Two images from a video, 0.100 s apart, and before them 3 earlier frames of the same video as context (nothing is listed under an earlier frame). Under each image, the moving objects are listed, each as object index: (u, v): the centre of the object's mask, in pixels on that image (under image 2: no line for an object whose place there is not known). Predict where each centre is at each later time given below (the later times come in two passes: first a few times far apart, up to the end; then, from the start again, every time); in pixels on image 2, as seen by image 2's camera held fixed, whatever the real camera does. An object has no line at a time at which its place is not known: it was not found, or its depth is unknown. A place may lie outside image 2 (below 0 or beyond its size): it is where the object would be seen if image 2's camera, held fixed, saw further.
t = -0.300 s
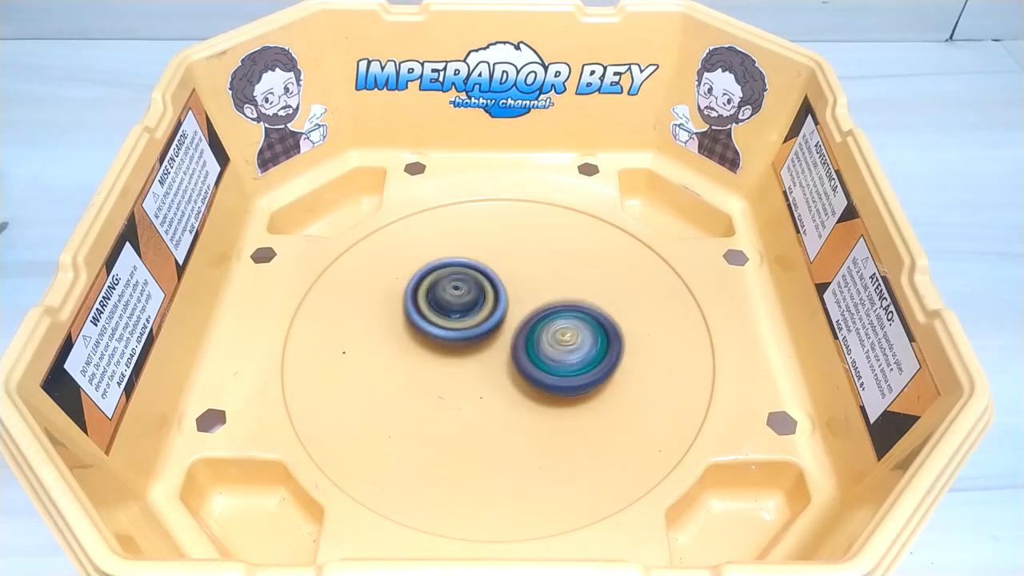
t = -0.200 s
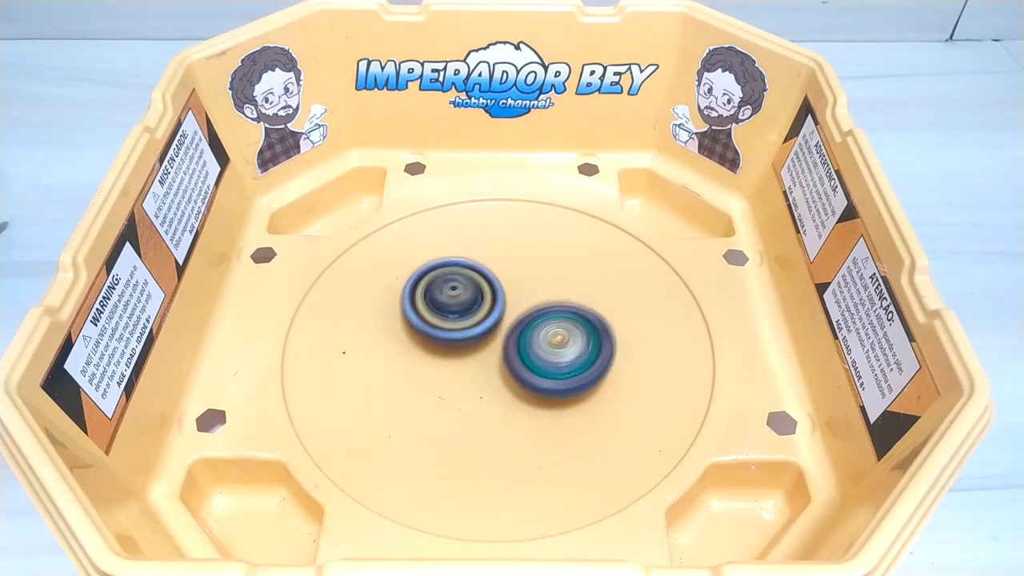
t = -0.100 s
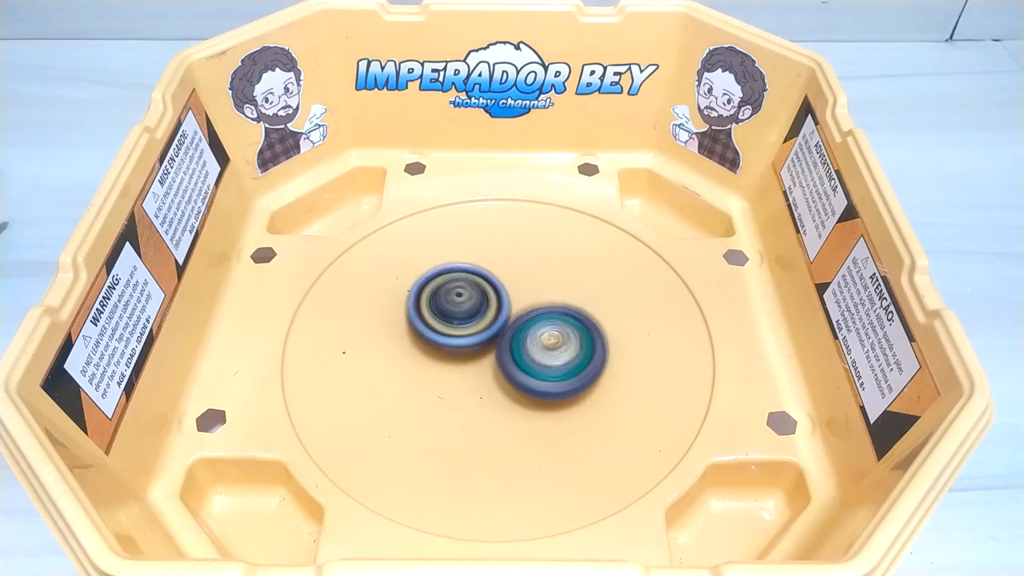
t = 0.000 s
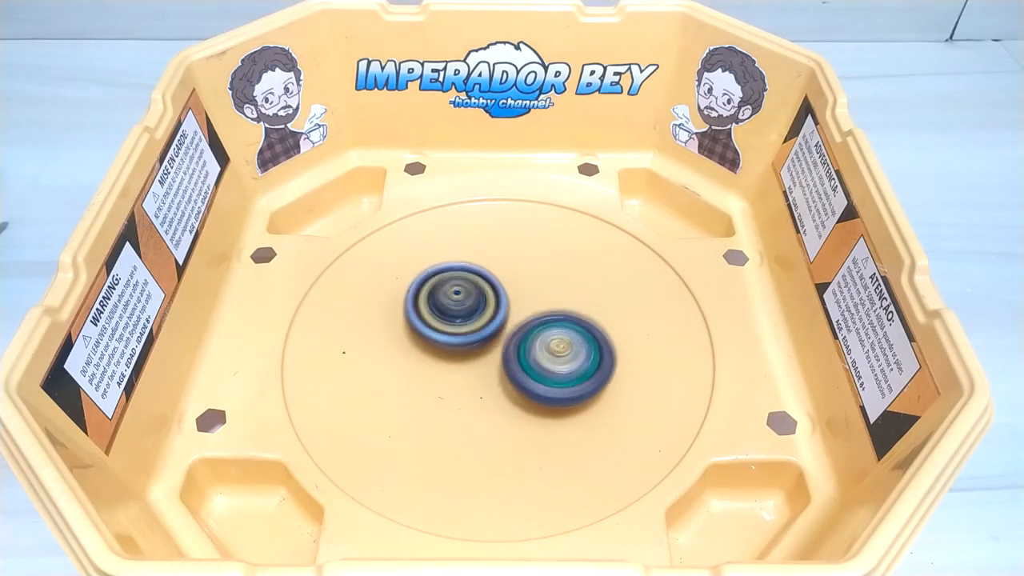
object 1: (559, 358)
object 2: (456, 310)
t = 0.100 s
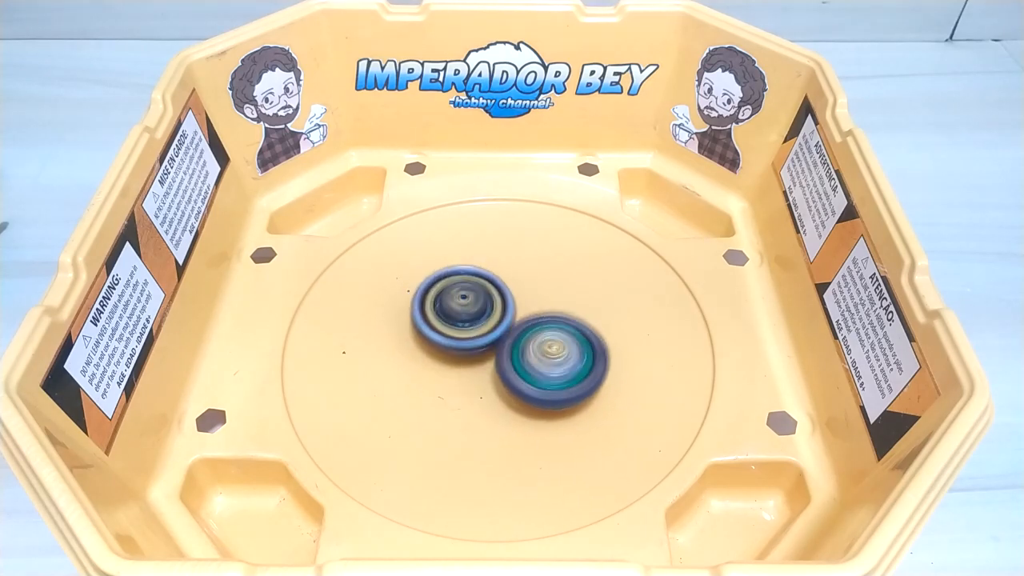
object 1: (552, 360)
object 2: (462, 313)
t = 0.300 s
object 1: (548, 371)
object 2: (471, 306)
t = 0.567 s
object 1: (538, 378)
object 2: (471, 304)
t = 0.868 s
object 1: (532, 381)
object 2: (485, 303)
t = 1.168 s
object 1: (523, 379)
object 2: (480, 300)
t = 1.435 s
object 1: (527, 395)
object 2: (454, 297)
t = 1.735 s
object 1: (539, 401)
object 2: (440, 297)
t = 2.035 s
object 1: (535, 403)
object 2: (463, 306)
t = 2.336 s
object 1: (519, 394)
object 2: (467, 286)
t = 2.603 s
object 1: (500, 390)
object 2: (512, 299)
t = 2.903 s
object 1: (482, 380)
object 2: (534, 291)
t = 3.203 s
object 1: (464, 383)
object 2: (537, 313)
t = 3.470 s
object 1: (453, 385)
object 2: (542, 323)
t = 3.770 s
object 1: (440, 388)
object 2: (536, 316)
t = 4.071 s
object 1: (425, 390)
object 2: (531, 303)
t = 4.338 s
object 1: (429, 380)
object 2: (512, 319)
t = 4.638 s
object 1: (427, 374)
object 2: (529, 303)
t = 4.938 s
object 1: (429, 372)
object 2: (529, 317)
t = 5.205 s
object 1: (429, 365)
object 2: (530, 316)
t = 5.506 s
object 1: (417, 367)
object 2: (547, 293)
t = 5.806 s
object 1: (419, 369)
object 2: (523, 305)
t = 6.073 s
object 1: (416, 369)
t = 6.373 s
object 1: (430, 357)
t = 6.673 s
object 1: (415, 343)
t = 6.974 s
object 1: (418, 333)
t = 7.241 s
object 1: (418, 328)
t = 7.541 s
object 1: (399, 321)
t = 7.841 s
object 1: (416, 321)
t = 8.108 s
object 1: (405, 318)
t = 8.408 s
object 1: (412, 310)
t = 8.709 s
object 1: (421, 306)
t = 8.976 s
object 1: (412, 295)
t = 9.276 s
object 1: (429, 295)
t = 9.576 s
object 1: (429, 289)
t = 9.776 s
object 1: (436, 284)
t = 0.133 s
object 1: (553, 363)
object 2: (463, 312)
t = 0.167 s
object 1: (552, 365)
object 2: (465, 311)
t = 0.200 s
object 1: (551, 366)
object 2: (467, 310)
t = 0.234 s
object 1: (549, 367)
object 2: (469, 309)
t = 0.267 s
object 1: (548, 369)
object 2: (470, 308)
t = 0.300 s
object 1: (548, 371)
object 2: (471, 306)
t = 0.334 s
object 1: (546, 372)
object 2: (471, 303)
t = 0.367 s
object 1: (544, 372)
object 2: (470, 302)
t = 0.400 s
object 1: (543, 373)
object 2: (470, 301)
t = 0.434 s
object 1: (541, 373)
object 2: (469, 301)
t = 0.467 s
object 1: (539, 374)
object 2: (470, 302)
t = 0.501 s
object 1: (537, 374)
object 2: (470, 303)
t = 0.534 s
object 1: (537, 376)
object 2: (471, 305)
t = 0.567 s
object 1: (538, 378)
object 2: (471, 304)
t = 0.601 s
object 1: (538, 379)
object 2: (471, 304)
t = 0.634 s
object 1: (537, 379)
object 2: (472, 305)
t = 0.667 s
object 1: (535, 379)
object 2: (473, 306)
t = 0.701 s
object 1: (535, 379)
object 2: (475, 307)
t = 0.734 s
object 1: (535, 381)
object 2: (477, 306)
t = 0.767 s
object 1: (534, 381)
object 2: (479, 306)
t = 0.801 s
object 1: (534, 381)
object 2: (481, 304)
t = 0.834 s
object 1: (533, 382)
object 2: (483, 304)
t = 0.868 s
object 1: (532, 381)
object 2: (485, 303)
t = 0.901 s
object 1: (530, 381)
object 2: (486, 302)
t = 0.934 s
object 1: (529, 381)
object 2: (487, 302)
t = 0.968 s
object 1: (529, 383)
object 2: (487, 299)
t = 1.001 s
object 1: (529, 383)
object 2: (486, 297)
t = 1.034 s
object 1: (529, 383)
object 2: (485, 296)
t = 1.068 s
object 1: (527, 382)
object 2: (484, 296)
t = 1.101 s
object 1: (525, 380)
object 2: (483, 297)
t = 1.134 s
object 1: (524, 380)
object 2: (482, 298)
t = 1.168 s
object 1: (523, 379)
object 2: (480, 300)
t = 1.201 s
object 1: (526, 384)
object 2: (480, 296)
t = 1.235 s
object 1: (531, 393)
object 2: (477, 291)
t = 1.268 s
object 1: (534, 399)
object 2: (472, 290)
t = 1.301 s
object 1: (535, 401)
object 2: (467, 289)
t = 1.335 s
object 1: (534, 401)
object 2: (463, 289)
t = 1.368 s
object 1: (532, 399)
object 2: (459, 290)
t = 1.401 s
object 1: (529, 397)
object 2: (456, 294)
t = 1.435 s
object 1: (527, 395)
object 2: (454, 297)
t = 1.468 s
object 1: (524, 392)
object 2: (454, 303)
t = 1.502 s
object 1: (522, 389)
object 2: (456, 309)
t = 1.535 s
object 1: (520, 388)
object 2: (459, 313)
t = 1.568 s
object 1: (526, 395)
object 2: (459, 308)
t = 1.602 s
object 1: (535, 402)
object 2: (455, 305)
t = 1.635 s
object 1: (539, 405)
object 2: (452, 302)
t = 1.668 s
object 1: (541, 404)
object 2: (447, 299)
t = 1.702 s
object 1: (541, 402)
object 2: (443, 297)
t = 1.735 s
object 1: (539, 401)
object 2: (440, 297)
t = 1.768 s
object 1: (536, 399)
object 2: (437, 299)
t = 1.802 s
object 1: (533, 397)
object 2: (436, 301)
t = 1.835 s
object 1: (531, 395)
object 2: (436, 304)
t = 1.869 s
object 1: (528, 393)
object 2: (438, 308)
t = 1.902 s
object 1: (526, 391)
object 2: (444, 313)
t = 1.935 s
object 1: (524, 390)
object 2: (448, 317)
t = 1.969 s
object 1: (523, 389)
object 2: (456, 316)
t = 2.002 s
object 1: (530, 399)
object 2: (461, 309)
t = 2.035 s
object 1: (535, 403)
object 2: (463, 306)
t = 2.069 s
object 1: (537, 405)
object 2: (466, 297)
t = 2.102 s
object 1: (536, 404)
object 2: (468, 291)
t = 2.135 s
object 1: (534, 403)
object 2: (468, 290)
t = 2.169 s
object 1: (531, 401)
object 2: (467, 287)
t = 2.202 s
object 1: (528, 399)
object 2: (467, 284)
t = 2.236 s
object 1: (526, 398)
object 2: (467, 284)
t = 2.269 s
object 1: (523, 397)
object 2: (467, 284)
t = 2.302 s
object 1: (521, 396)
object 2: (467, 285)
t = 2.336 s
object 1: (519, 394)
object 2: (467, 286)
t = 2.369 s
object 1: (516, 393)
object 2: (468, 289)
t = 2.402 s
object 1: (513, 391)
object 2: (471, 293)
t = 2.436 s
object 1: (511, 390)
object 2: (474, 296)
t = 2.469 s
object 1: (509, 389)
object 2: (479, 300)
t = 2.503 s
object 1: (506, 388)
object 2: (488, 300)
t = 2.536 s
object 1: (505, 390)
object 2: (494, 301)
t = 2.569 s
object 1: (502, 391)
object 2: (503, 300)
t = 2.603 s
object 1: (500, 390)
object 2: (512, 299)
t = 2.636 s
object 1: (499, 390)
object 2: (518, 298)
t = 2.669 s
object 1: (496, 388)
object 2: (524, 295)
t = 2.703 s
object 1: (493, 387)
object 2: (530, 293)
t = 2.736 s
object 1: (492, 386)
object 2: (533, 292)
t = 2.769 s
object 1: (489, 385)
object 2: (536, 290)
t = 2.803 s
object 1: (487, 384)
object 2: (537, 289)
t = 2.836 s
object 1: (485, 383)
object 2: (537, 289)
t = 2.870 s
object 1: (483, 382)
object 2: (536, 289)
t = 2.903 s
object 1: (482, 380)
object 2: (534, 291)
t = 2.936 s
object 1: (480, 379)
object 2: (533, 295)
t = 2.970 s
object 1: (478, 379)
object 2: (531, 297)
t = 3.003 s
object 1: (474, 381)
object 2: (531, 302)
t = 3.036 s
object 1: (471, 384)
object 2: (533, 301)
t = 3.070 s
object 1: (469, 385)
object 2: (535, 303)
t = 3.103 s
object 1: (467, 384)
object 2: (537, 304)
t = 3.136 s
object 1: (467, 383)
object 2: (537, 308)
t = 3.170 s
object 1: (466, 383)
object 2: (537, 308)
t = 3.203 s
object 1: (464, 383)
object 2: (537, 313)
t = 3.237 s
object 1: (463, 382)
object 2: (537, 315)
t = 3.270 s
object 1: (460, 384)
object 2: (540, 314)
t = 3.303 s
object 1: (459, 384)
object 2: (541, 317)
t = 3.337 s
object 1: (459, 384)
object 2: (542, 319)
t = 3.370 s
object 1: (458, 383)
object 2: (542, 320)
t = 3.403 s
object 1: (458, 383)
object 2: (542, 321)
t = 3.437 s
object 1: (456, 383)
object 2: (541, 323)
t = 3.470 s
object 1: (453, 385)
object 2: (542, 323)
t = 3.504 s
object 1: (452, 386)
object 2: (542, 323)
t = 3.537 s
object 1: (452, 386)
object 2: (542, 323)
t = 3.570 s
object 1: (451, 386)
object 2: (541, 323)
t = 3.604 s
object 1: (452, 384)
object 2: (539, 323)
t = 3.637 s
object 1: (451, 383)
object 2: (537, 321)
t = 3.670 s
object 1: (448, 384)
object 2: (537, 323)
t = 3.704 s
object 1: (442, 388)
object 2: (538, 317)
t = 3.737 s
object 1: (440, 389)
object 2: (537, 316)
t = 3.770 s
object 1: (440, 388)
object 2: (536, 316)
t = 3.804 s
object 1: (440, 387)
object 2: (533, 316)
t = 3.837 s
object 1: (441, 386)
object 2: (528, 316)
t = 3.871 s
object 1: (442, 384)
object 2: (525, 317)
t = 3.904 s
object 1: (440, 384)
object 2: (524, 318)
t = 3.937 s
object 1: (429, 389)
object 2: (528, 317)
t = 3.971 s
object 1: (425, 391)
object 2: (531, 312)
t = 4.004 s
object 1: (423, 392)
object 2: (533, 308)
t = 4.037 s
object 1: (424, 391)
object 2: (532, 305)
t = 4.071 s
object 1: (425, 390)
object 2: (531, 303)
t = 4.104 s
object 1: (426, 387)
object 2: (529, 302)
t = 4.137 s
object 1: (428, 385)
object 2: (525, 302)
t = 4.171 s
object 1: (429, 383)
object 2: (522, 303)
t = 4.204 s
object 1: (431, 381)
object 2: (517, 305)
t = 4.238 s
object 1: (433, 379)
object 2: (512, 311)
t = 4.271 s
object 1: (433, 378)
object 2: (509, 312)
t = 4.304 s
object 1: (429, 380)
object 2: (510, 314)
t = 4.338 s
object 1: (429, 380)
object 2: (512, 319)
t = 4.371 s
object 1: (429, 380)
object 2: (513, 322)
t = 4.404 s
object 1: (426, 382)
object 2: (520, 318)
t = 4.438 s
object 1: (423, 383)
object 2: (527, 316)
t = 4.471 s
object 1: (424, 383)
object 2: (530, 313)
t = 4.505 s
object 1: (425, 381)
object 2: (532, 309)
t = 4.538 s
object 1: (426, 379)
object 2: (533, 306)
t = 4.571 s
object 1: (426, 378)
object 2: (532, 305)
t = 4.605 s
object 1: (427, 376)
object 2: (531, 304)
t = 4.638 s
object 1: (427, 374)
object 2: (529, 303)
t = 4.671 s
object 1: (428, 373)
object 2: (527, 304)
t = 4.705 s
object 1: (429, 372)
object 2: (523, 306)
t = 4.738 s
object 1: (430, 370)
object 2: (518, 309)
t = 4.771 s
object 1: (430, 370)
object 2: (516, 311)
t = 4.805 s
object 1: (428, 372)
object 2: (516, 313)
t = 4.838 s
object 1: (428, 372)
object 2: (517, 316)
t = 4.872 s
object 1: (428, 373)
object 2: (519, 318)
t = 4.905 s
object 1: (428, 373)
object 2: (525, 318)
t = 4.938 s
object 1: (429, 372)
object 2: (529, 317)
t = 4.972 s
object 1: (429, 371)
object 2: (530, 316)
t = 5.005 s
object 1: (430, 369)
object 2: (531, 316)
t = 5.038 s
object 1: (431, 368)
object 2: (531, 316)
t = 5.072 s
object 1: (431, 367)
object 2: (530, 316)
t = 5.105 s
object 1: (432, 365)
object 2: (529, 316)
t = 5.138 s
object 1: (430, 365)
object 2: (529, 316)
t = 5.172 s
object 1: (429, 365)
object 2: (530, 316)
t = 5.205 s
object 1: (429, 365)
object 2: (530, 316)
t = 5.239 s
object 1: (430, 364)
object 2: (530, 316)
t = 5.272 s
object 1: (431, 363)
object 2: (529, 316)
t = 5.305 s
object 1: (428, 363)
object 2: (531, 315)
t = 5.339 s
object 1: (417, 367)
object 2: (539, 311)
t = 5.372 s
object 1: (413, 369)
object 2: (543, 308)
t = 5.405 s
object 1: (411, 370)
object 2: (547, 302)
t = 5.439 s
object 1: (413, 369)
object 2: (549, 298)
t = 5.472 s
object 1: (414, 369)
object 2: (549, 295)
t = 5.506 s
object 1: (417, 367)
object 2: (547, 293)
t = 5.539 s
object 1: (419, 365)
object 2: (545, 291)
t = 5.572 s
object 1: (420, 364)
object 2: (543, 291)
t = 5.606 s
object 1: (423, 362)
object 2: (537, 292)
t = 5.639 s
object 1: (426, 360)
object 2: (531, 295)
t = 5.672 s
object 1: (428, 359)
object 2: (527, 298)
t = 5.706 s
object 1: (429, 358)
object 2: (522, 302)
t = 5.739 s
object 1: (423, 362)
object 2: (522, 304)
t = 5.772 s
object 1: (421, 366)
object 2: (523, 304)
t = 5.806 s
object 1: (419, 369)
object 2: (523, 305)
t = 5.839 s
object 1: (419, 369)
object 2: (522, 307)
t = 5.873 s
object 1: (420, 369)
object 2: (522, 308)
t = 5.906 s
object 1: (422, 367)
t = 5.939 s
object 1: (424, 366)
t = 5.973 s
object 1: (422, 366)
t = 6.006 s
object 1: (416, 368)
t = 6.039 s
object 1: (414, 369)
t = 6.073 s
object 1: (416, 369)
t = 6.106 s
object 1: (417, 368)
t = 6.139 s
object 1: (419, 366)
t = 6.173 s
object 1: (420, 365)
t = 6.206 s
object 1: (421, 364)
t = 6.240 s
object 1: (423, 363)
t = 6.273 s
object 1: (425, 361)
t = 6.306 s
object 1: (426, 360)
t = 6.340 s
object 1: (428, 359)
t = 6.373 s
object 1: (430, 357)
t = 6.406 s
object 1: (431, 356)
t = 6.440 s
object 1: (426, 354)
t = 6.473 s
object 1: (415, 352)
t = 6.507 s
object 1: (412, 351)
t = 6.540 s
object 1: (410, 350)
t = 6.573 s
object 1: (411, 349)
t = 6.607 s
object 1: (412, 347)
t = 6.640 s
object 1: (413, 345)
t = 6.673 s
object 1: (415, 343)
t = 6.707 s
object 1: (416, 342)
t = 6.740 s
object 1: (417, 340)
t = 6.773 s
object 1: (419, 339)
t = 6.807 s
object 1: (420, 337)
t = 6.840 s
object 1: (418, 336)
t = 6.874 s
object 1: (416, 335)
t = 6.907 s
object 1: (415, 335)
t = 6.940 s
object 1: (417, 334)
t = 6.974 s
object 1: (418, 333)
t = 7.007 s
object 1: (418, 332)
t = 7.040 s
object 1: (414, 330)
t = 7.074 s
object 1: (412, 329)
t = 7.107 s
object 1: (412, 329)
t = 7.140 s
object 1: (413, 329)
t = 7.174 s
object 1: (414, 328)
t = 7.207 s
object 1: (416, 328)
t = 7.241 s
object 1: (418, 328)
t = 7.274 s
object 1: (420, 328)
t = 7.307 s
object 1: (421, 327)
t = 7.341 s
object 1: (423, 327)
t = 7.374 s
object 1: (420, 326)
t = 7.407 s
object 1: (410, 323)
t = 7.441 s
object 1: (399, 321)
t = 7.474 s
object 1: (396, 320)
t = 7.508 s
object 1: (396, 320)
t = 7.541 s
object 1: (399, 321)
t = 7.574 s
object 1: (402, 321)
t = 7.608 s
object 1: (404, 321)
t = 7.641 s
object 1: (408, 321)
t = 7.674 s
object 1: (411, 322)
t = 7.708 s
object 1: (414, 322)
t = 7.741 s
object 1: (417, 322)
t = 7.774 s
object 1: (421, 322)
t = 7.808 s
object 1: (419, 322)
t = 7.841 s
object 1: (416, 321)
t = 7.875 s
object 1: (413, 321)
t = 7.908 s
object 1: (405, 319)
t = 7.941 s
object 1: (398, 319)
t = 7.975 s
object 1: (396, 319)
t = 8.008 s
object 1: (397, 319)
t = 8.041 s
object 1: (399, 318)
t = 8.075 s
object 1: (403, 318)
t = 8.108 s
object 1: (405, 318)
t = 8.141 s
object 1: (408, 318)
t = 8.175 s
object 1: (412, 318)
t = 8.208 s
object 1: (414, 318)
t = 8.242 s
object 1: (418, 317)
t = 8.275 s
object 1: (422, 317)
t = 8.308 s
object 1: (424, 317)
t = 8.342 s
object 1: (427, 317)
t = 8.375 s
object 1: (420, 313)
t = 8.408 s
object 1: (412, 310)
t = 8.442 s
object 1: (407, 309)
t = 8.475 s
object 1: (406, 309)
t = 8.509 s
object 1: (407, 309)
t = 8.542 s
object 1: (410, 308)
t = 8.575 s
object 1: (412, 307)
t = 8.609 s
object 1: (414, 307)
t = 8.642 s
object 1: (416, 306)
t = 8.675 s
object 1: (419, 306)
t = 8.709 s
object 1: (421, 306)
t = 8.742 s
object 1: (422, 305)
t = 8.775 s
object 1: (425, 305)
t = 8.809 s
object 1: (427, 305)
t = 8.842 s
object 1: (429, 305)
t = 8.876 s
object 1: (421, 300)
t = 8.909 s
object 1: (414, 296)
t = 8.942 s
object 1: (411, 295)
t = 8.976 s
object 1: (412, 295)
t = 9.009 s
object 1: (414, 295)
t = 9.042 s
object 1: (415, 295)
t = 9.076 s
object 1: (417, 294)
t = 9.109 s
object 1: (419, 294)
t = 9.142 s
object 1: (420, 294)
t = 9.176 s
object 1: (422, 294)
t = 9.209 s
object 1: (425, 295)
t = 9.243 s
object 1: (426, 295)
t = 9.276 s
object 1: (429, 295)
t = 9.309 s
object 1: (430, 295)
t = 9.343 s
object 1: (425, 291)
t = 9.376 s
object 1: (420, 287)
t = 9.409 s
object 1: (419, 287)
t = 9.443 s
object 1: (420, 286)
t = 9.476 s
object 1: (422, 287)
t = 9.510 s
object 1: (424, 288)
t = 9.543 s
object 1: (427, 288)
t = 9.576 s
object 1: (429, 289)
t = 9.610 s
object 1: (432, 289)
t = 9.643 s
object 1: (434, 290)
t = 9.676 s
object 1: (437, 290)
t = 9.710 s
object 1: (439, 290)
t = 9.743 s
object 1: (438, 288)
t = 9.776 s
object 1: (436, 284)
